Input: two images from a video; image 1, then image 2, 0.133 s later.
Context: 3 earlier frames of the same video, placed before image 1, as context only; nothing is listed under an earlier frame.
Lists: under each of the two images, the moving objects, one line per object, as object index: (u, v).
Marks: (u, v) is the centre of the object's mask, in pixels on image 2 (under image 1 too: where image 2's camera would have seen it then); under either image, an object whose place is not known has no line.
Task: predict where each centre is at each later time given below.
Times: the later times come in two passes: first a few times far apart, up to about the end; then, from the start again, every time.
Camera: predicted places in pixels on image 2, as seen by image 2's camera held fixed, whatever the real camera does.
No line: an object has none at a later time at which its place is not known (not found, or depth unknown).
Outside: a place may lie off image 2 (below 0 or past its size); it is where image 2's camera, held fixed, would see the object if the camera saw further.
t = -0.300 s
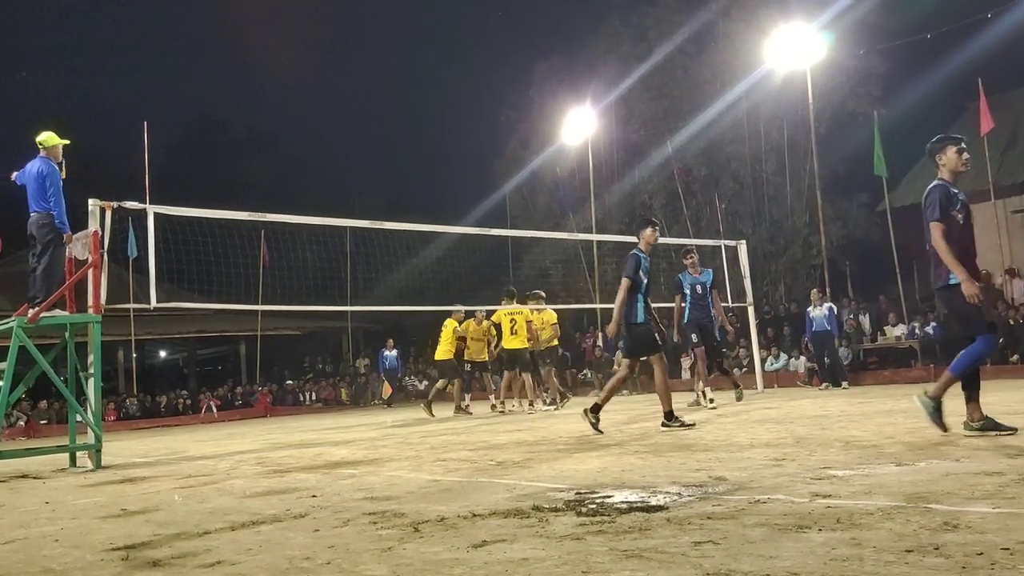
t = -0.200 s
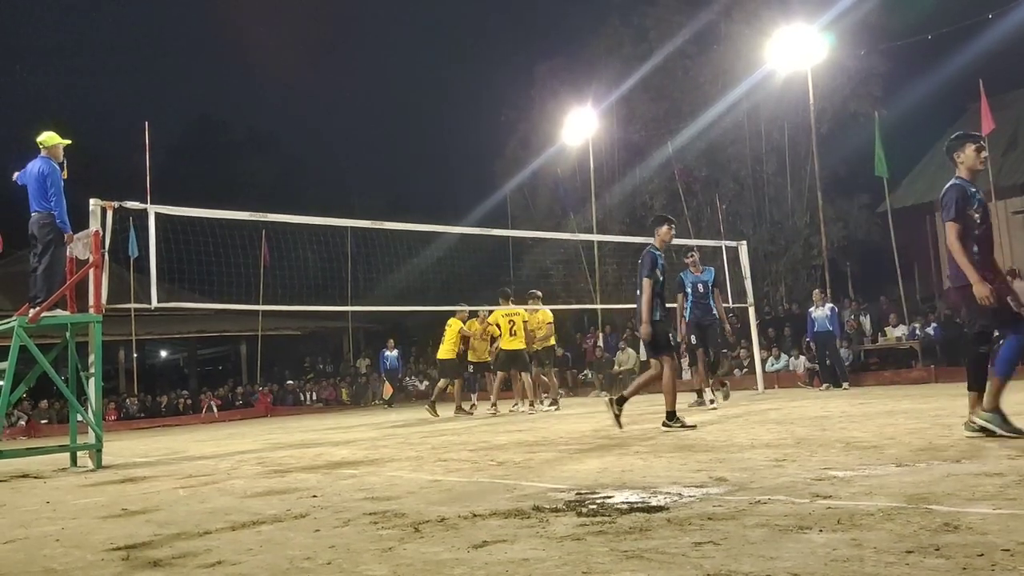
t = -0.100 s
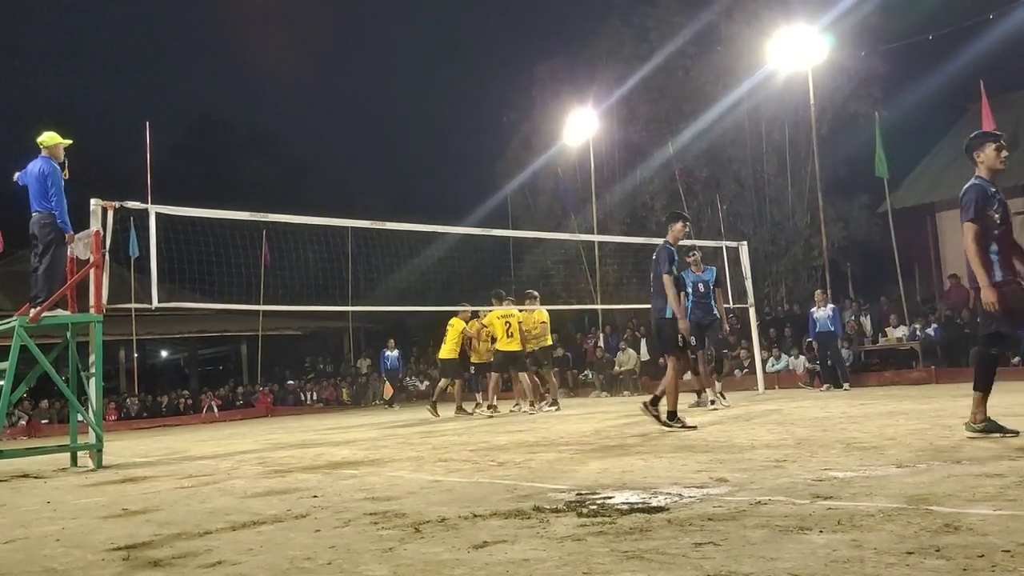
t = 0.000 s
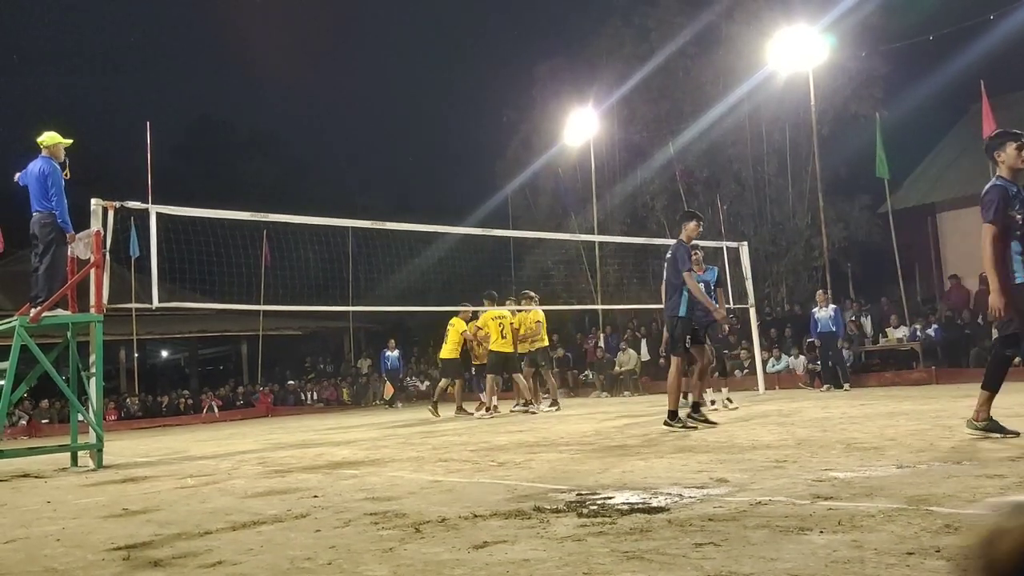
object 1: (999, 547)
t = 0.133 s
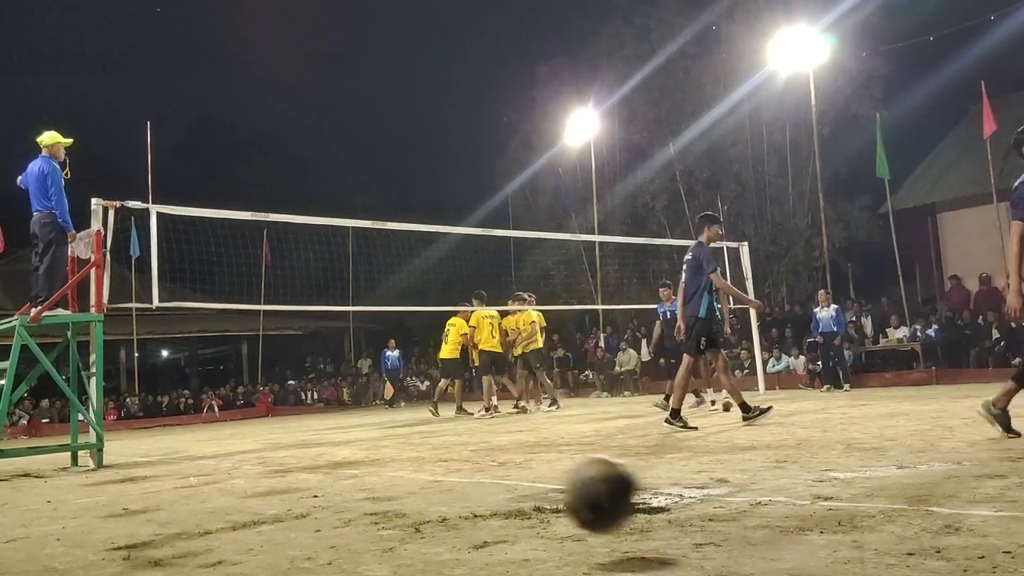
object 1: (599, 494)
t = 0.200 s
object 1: (484, 485)
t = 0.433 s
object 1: (234, 486)
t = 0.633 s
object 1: (101, 488)
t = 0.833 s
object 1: (11, 481)
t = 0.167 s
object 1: (538, 488)
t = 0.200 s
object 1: (484, 485)
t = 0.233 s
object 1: (435, 487)
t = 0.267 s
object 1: (392, 493)
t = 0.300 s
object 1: (355, 502)
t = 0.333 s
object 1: (323, 503)
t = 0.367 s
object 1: (291, 495)
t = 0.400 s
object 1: (261, 489)
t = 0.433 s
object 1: (234, 486)
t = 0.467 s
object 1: (208, 488)
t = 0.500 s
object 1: (184, 492)
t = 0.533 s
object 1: (162, 497)
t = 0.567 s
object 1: (140, 493)
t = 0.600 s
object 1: (121, 489)
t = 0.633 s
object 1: (101, 488)
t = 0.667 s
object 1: (84, 491)
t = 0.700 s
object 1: (67, 490)
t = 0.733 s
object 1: (50, 485)
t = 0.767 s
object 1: (35, 481)
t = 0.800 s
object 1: (19, 482)
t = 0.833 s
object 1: (11, 481)
